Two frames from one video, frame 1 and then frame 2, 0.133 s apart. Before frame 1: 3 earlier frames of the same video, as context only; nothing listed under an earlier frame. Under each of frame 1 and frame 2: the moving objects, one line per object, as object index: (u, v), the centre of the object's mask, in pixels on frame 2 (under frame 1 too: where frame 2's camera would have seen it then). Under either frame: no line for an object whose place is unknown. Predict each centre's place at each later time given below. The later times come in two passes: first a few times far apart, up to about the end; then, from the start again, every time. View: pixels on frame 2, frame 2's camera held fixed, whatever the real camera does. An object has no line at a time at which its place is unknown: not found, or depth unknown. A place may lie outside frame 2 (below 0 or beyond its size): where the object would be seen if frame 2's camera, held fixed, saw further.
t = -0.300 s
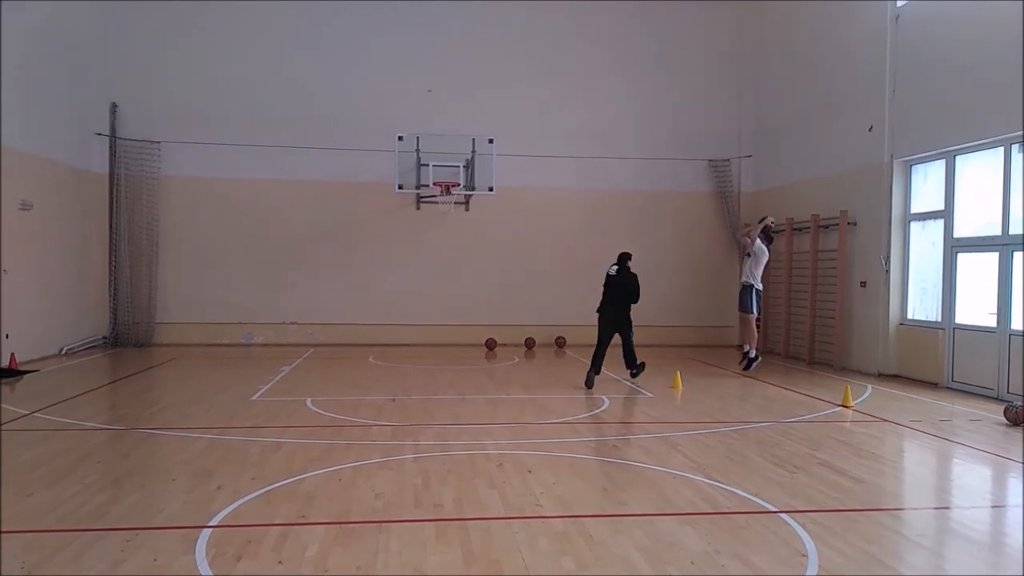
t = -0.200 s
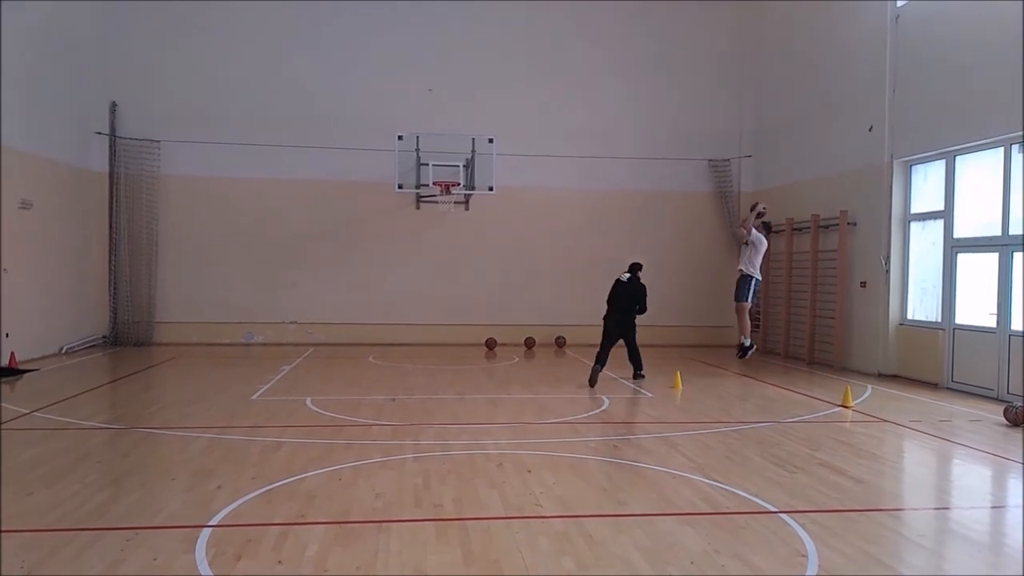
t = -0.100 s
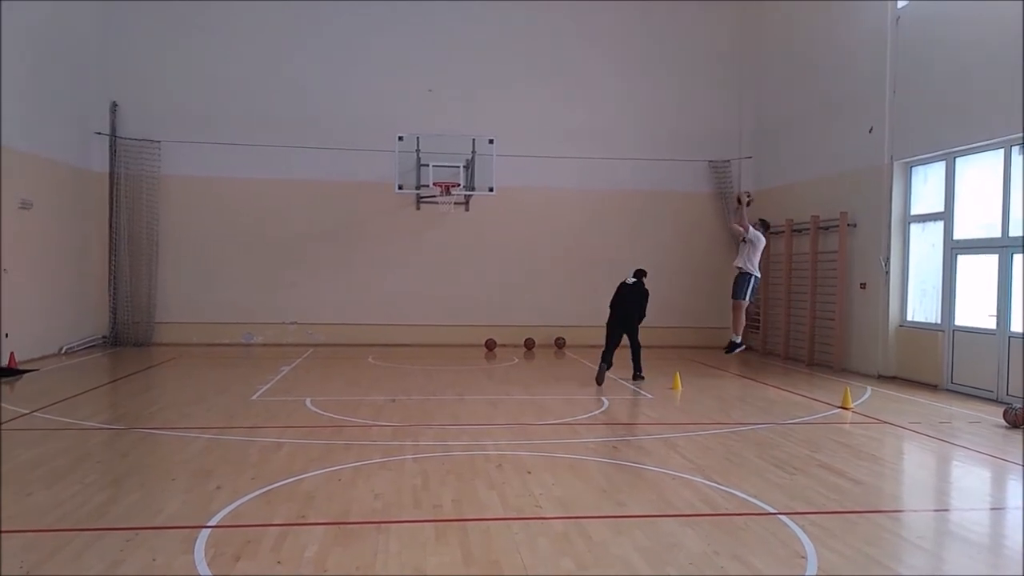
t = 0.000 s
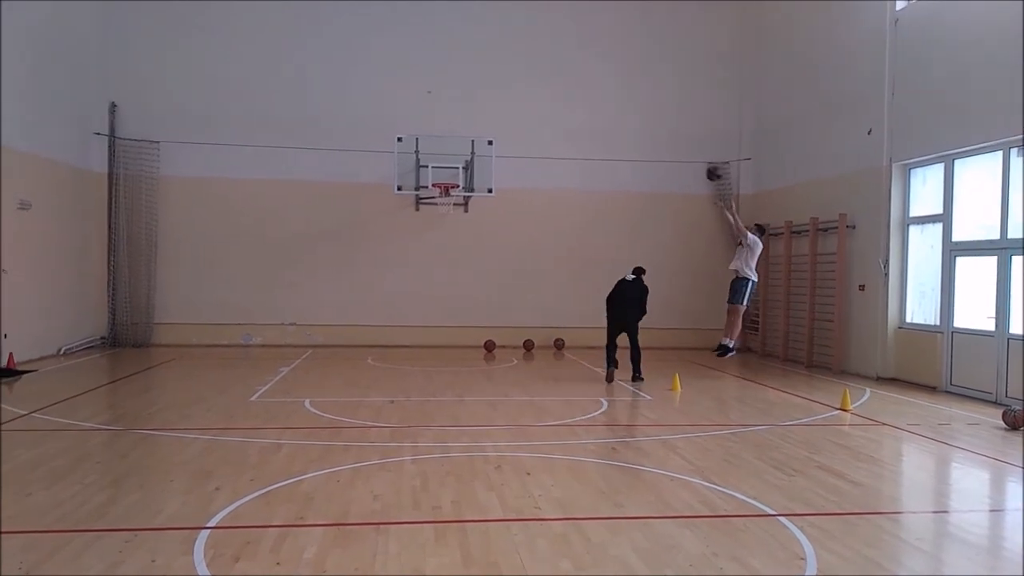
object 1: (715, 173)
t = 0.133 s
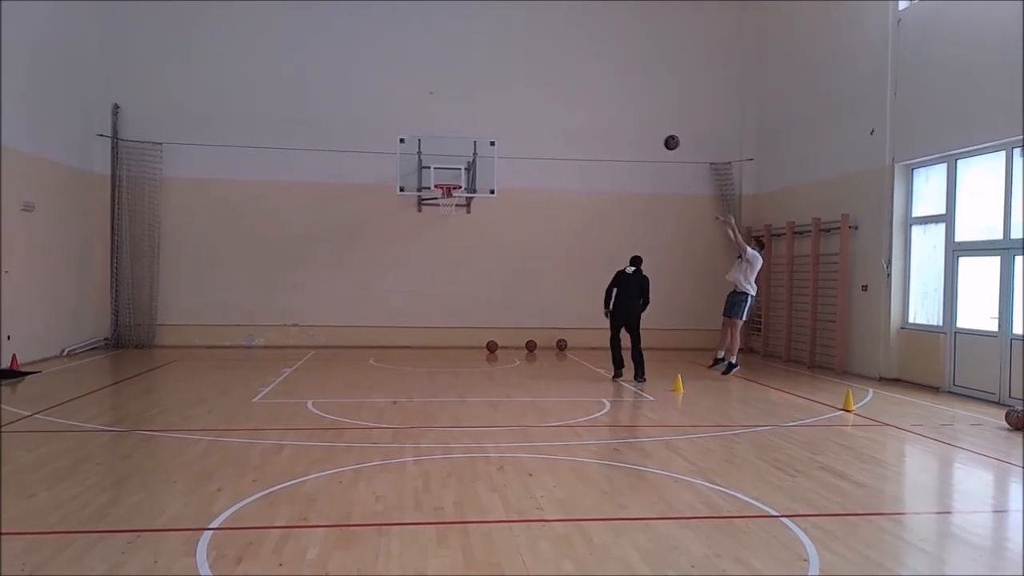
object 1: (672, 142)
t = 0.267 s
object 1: (628, 123)
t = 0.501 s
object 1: (557, 116)
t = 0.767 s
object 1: (483, 146)
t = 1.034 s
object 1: (451, 188)
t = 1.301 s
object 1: (441, 202)
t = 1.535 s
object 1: (435, 232)
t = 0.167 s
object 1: (660, 136)
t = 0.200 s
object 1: (649, 131)
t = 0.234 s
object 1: (639, 127)
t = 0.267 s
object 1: (628, 123)
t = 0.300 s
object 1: (618, 120)
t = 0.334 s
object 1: (607, 118)
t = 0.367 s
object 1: (597, 116)
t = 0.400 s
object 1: (587, 115)
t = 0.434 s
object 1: (577, 115)
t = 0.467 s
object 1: (567, 115)
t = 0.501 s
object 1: (557, 116)
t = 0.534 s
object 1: (548, 118)
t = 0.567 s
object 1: (538, 120)
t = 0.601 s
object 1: (529, 123)
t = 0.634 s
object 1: (519, 127)
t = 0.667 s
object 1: (510, 131)
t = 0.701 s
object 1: (501, 135)
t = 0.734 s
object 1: (492, 140)
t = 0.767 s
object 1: (483, 146)
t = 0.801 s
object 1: (474, 153)
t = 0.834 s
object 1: (465, 160)
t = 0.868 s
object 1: (456, 167)
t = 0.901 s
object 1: (447, 176)
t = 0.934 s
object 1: (440, 182)
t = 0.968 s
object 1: (446, 182)
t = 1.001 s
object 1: (452, 187)
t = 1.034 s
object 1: (451, 188)
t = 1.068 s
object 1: (451, 193)
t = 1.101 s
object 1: (448, 194)
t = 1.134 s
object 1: (446, 196)
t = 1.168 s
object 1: (445, 196)
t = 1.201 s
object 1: (444, 197)
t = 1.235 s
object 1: (443, 198)
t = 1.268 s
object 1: (442, 200)
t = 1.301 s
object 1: (441, 202)
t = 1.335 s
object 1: (440, 204)
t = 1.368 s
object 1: (439, 207)
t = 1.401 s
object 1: (439, 211)
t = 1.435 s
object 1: (438, 215)
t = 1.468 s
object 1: (437, 220)
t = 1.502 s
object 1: (436, 226)
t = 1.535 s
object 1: (435, 232)
